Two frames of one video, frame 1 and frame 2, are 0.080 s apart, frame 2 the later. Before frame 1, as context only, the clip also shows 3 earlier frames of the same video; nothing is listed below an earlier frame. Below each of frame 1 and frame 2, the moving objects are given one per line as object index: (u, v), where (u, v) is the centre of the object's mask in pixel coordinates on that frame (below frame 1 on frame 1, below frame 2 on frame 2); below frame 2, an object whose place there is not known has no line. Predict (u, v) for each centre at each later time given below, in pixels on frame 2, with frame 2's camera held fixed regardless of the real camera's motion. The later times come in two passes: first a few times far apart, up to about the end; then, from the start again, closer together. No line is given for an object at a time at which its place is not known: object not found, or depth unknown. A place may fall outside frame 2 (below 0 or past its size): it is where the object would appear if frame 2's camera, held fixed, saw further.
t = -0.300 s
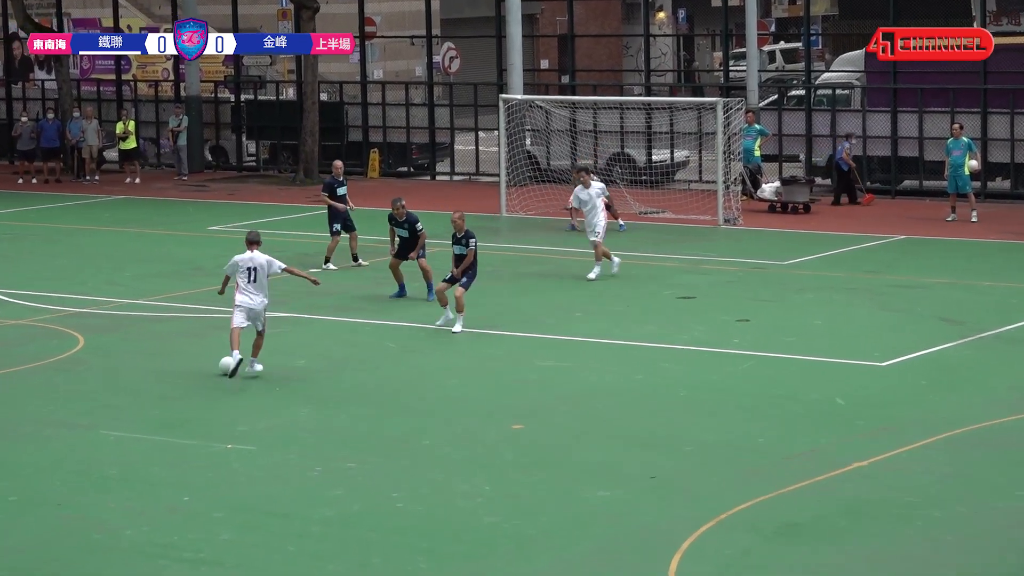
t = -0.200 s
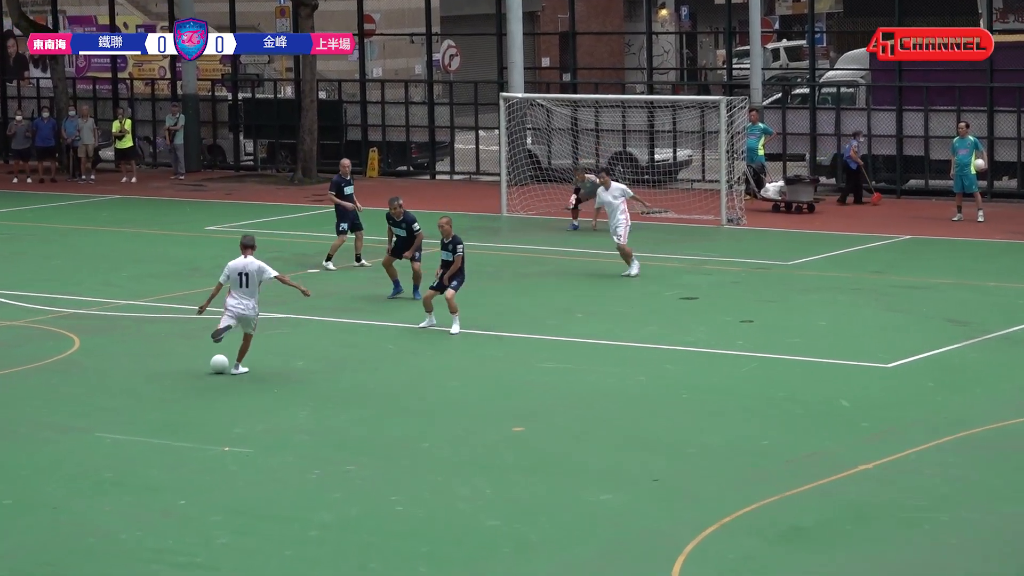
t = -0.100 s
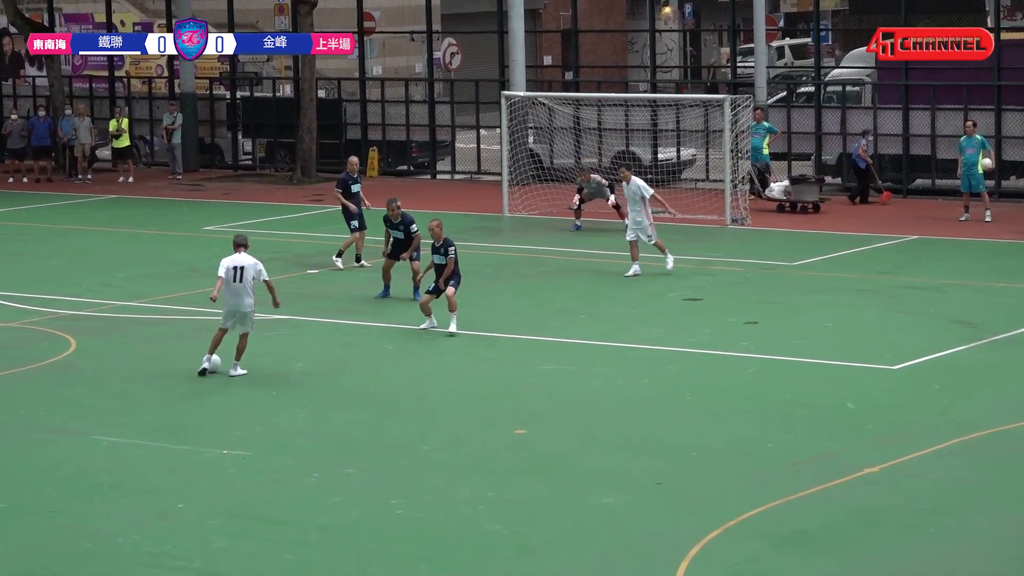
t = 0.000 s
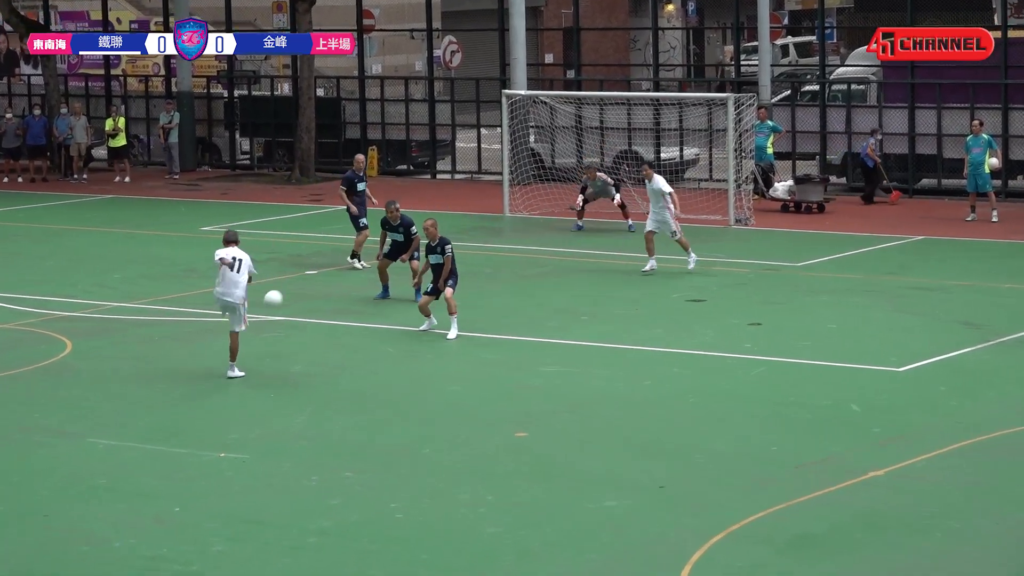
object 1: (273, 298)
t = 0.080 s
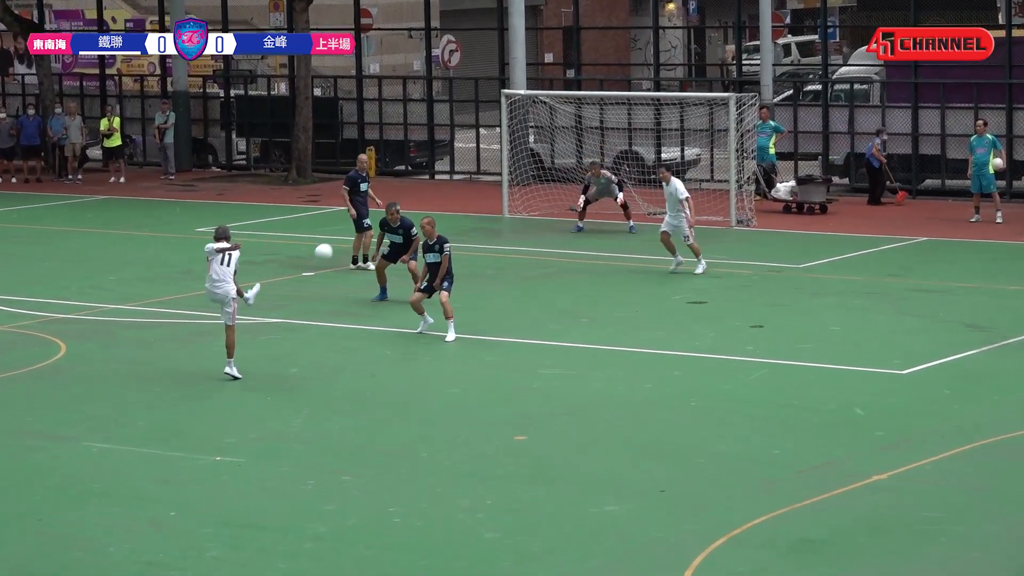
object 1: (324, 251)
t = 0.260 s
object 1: (428, 170)
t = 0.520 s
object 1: (561, 104)
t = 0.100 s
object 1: (336, 241)
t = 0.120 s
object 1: (349, 231)
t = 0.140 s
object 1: (360, 222)
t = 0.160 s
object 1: (371, 212)
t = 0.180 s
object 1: (384, 203)
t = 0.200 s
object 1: (396, 194)
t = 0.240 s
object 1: (417, 178)
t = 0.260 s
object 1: (428, 170)
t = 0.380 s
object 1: (491, 132)
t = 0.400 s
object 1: (501, 127)
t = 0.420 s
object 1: (511, 122)
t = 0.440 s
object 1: (521, 118)
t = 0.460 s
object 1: (531, 113)
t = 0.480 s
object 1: (541, 111)
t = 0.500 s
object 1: (551, 107)
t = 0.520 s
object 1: (561, 104)
